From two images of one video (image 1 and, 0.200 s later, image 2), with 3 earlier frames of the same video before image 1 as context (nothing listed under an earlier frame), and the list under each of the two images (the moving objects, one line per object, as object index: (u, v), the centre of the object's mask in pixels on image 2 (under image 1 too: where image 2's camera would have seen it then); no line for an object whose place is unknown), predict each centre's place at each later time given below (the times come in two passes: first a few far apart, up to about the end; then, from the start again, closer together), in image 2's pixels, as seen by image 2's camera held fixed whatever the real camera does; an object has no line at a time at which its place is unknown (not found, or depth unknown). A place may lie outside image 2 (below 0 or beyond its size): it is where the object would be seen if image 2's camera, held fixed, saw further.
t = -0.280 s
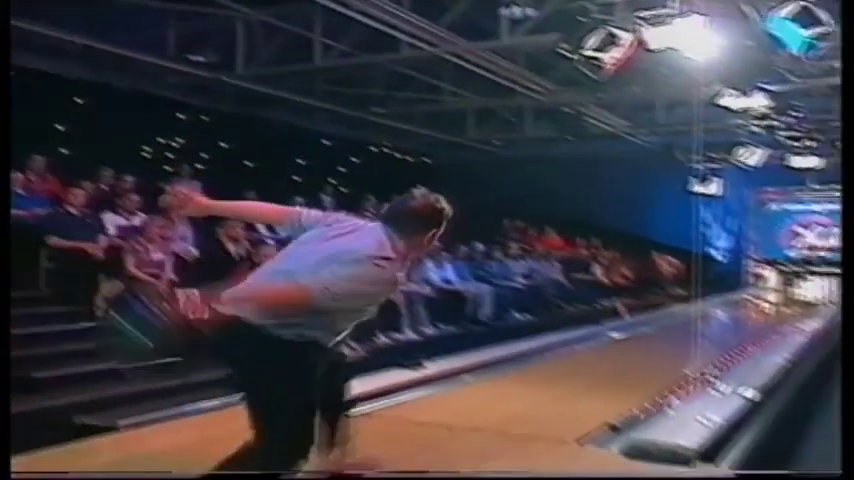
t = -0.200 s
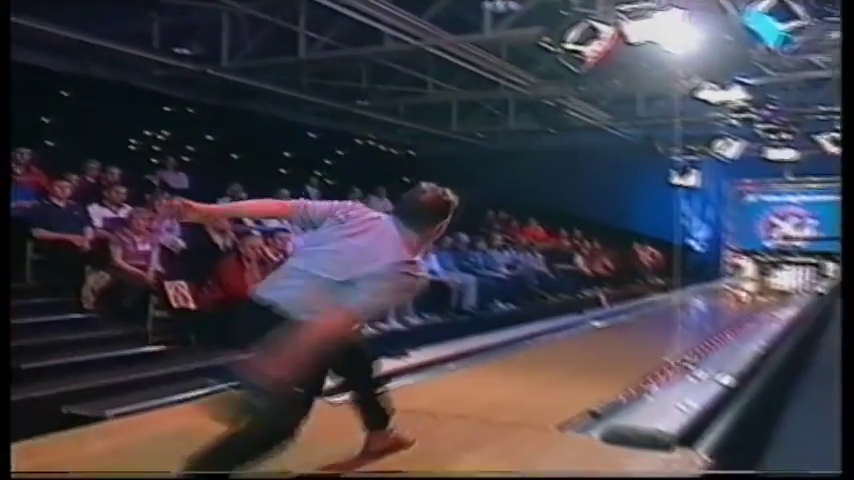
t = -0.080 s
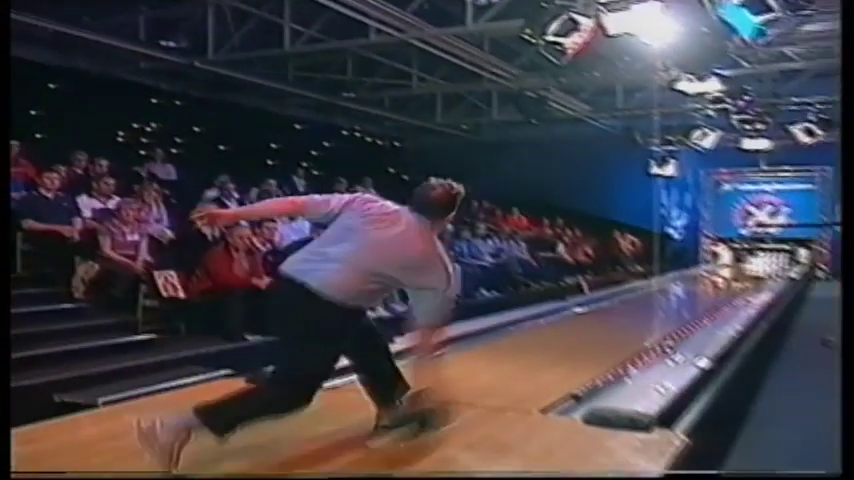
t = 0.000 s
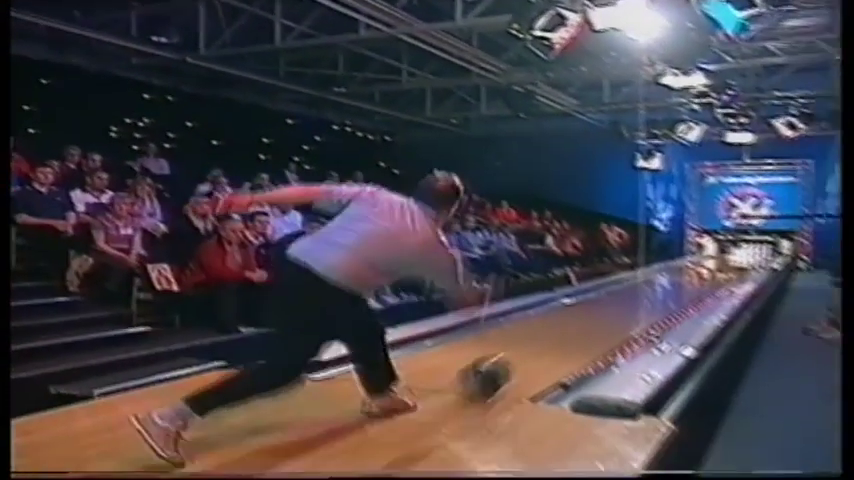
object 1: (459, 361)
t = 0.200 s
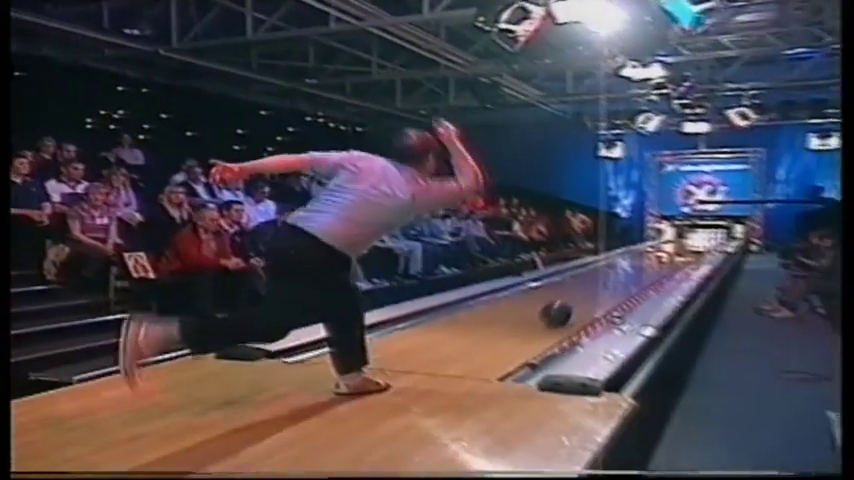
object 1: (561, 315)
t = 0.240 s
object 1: (573, 309)
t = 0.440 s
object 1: (619, 285)
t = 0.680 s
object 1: (652, 270)
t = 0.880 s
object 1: (669, 261)
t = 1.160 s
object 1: (692, 252)
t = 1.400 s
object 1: (696, 247)
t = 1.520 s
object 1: (701, 244)
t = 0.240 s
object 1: (573, 309)
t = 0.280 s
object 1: (583, 303)
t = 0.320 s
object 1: (591, 297)
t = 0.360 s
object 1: (602, 293)
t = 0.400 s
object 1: (611, 289)
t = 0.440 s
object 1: (619, 285)
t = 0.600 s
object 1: (642, 274)
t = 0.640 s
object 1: (647, 271)
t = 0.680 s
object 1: (652, 270)
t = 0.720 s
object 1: (656, 267)
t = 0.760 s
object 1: (660, 266)
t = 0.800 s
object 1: (664, 263)
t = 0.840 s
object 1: (665, 261)
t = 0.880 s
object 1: (669, 261)
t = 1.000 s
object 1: (681, 257)
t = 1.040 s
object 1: (680, 254)
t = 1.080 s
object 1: (686, 254)
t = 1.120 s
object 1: (692, 254)
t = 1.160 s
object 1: (692, 252)
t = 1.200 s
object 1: (690, 251)
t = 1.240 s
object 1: (692, 250)
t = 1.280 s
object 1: (692, 250)
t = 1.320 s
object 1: (693, 249)
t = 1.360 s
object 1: (694, 248)
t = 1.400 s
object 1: (696, 247)
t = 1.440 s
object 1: (697, 247)
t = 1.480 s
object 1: (698, 246)
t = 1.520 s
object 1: (701, 244)
